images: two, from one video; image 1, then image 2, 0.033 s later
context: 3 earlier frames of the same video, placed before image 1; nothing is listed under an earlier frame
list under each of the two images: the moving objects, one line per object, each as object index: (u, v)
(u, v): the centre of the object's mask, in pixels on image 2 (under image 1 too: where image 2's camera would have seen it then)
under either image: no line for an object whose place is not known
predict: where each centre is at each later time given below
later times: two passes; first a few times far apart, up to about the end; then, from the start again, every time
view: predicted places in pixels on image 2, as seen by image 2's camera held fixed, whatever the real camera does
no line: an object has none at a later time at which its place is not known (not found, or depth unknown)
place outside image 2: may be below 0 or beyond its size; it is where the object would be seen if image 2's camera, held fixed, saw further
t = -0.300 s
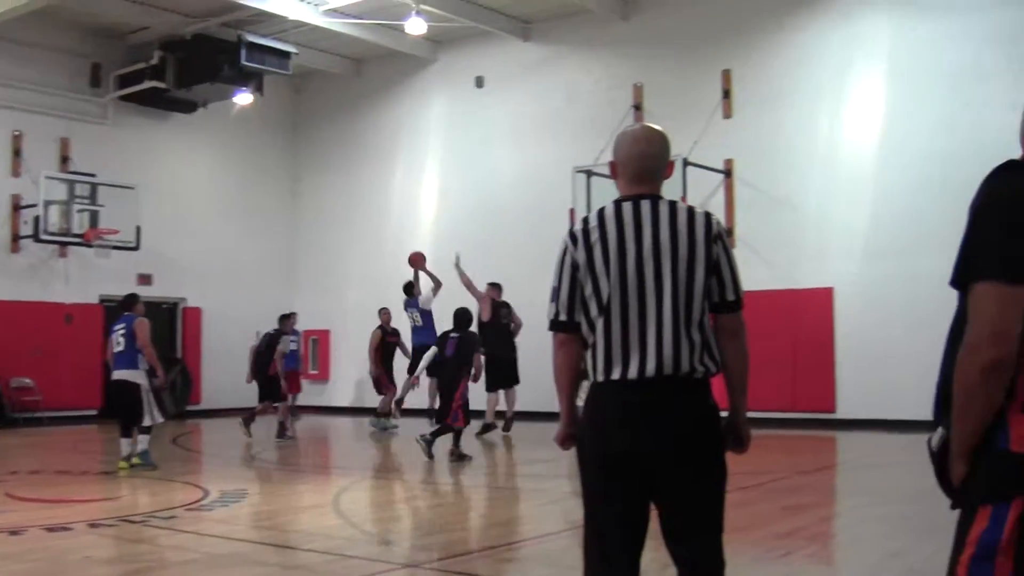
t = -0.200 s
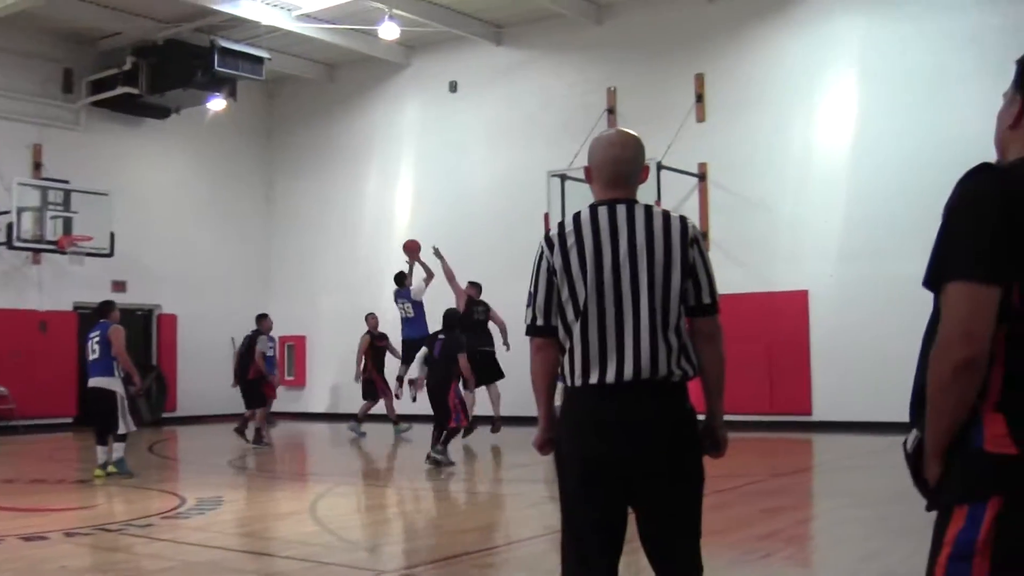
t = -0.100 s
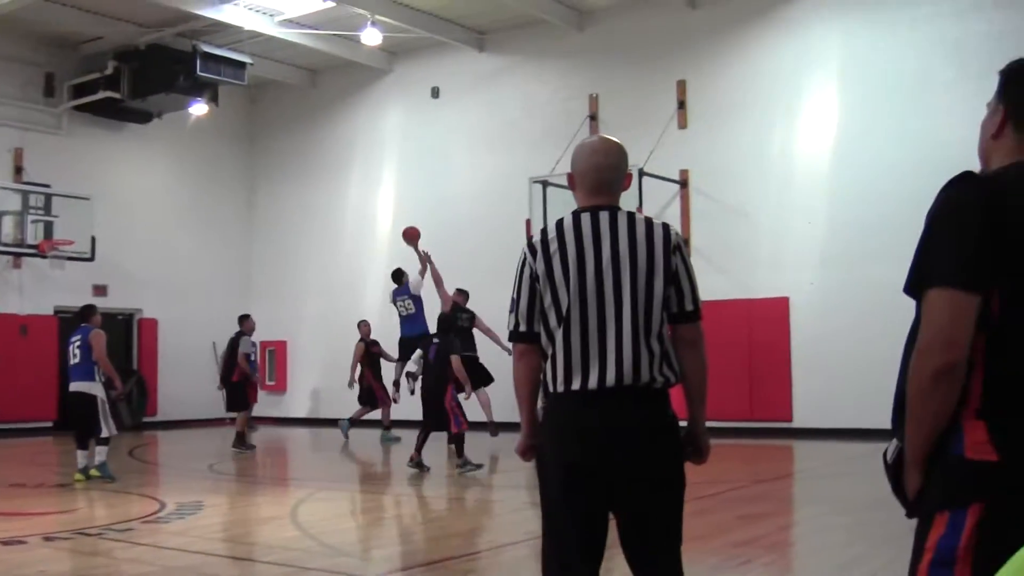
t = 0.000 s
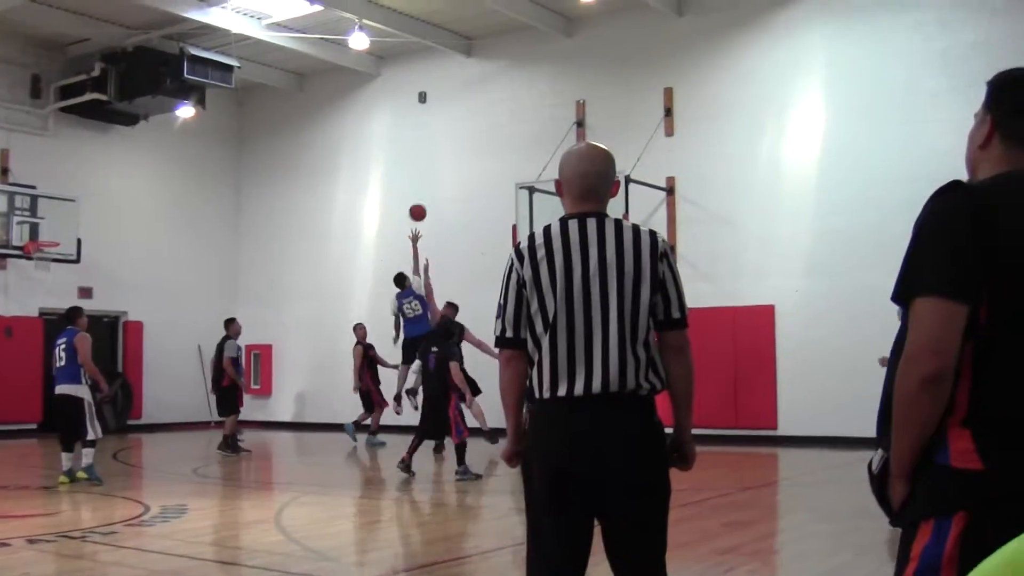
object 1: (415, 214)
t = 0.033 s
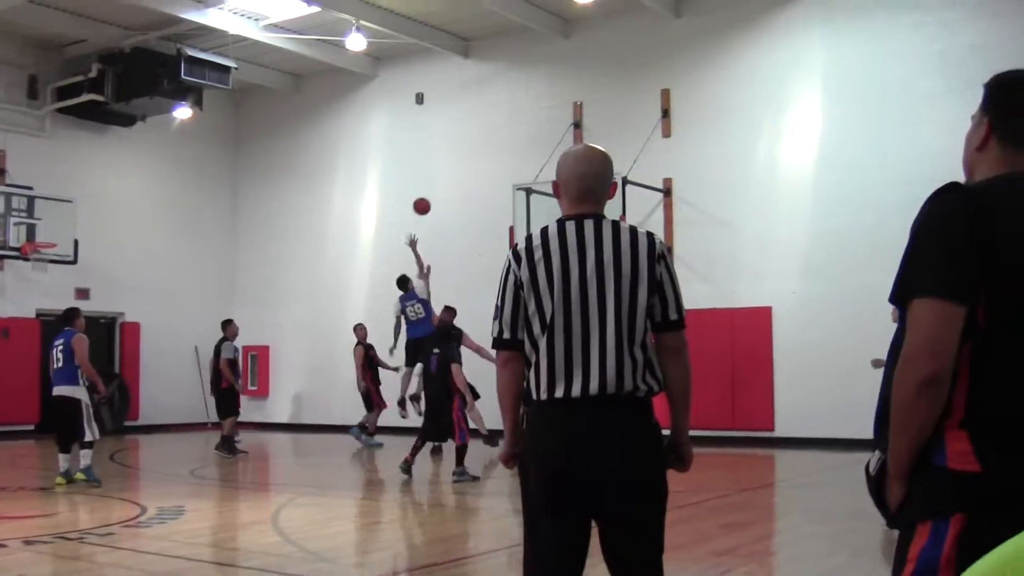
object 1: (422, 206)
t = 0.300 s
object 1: (475, 177)
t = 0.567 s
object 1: (524, 199)
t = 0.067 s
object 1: (428, 200)
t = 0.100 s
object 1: (435, 194)
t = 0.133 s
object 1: (442, 189)
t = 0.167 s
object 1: (449, 185)
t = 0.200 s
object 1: (456, 182)
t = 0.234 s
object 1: (463, 179)
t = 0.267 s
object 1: (469, 178)
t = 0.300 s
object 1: (475, 177)
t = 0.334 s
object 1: (482, 177)
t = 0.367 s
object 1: (488, 178)
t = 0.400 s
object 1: (494, 180)
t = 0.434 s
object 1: (500, 182)
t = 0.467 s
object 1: (507, 185)
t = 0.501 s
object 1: (513, 189)
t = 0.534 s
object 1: (519, 194)
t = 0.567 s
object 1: (524, 199)
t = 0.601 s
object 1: (531, 205)
